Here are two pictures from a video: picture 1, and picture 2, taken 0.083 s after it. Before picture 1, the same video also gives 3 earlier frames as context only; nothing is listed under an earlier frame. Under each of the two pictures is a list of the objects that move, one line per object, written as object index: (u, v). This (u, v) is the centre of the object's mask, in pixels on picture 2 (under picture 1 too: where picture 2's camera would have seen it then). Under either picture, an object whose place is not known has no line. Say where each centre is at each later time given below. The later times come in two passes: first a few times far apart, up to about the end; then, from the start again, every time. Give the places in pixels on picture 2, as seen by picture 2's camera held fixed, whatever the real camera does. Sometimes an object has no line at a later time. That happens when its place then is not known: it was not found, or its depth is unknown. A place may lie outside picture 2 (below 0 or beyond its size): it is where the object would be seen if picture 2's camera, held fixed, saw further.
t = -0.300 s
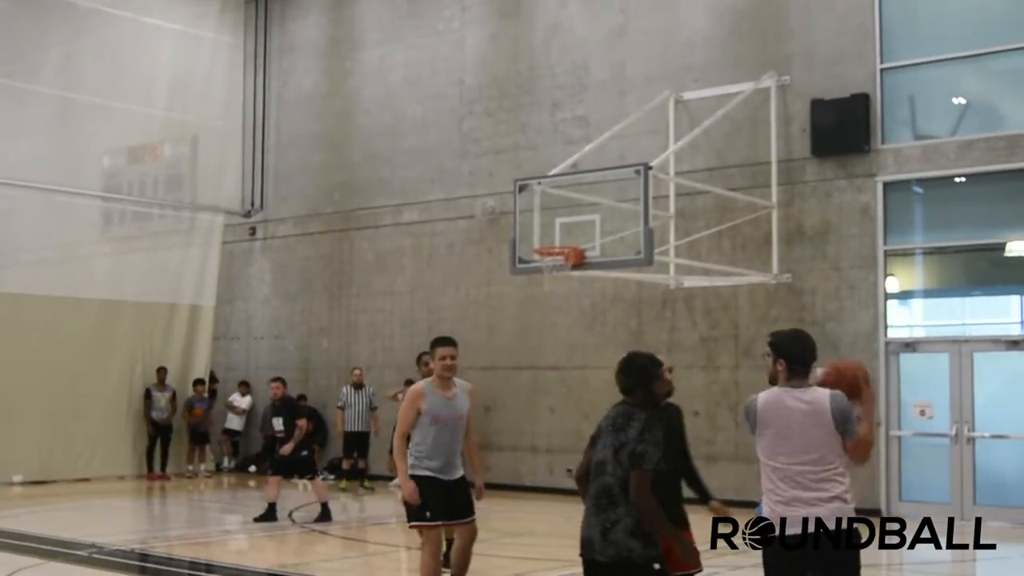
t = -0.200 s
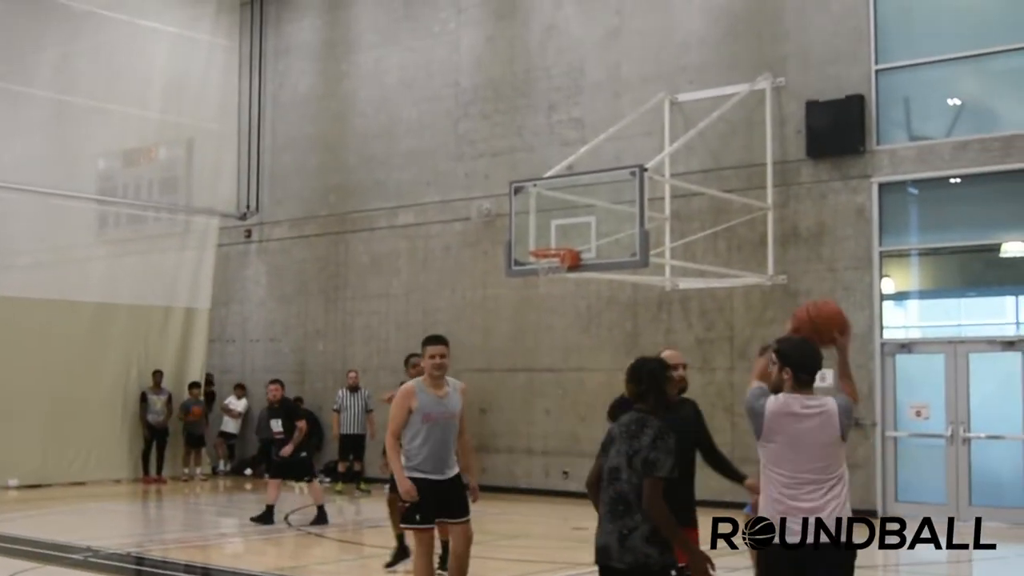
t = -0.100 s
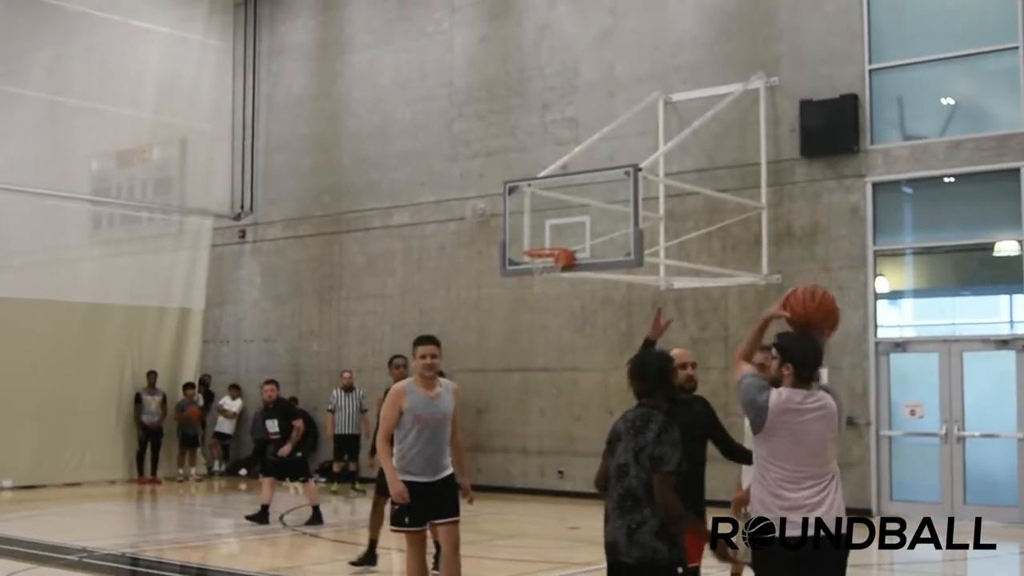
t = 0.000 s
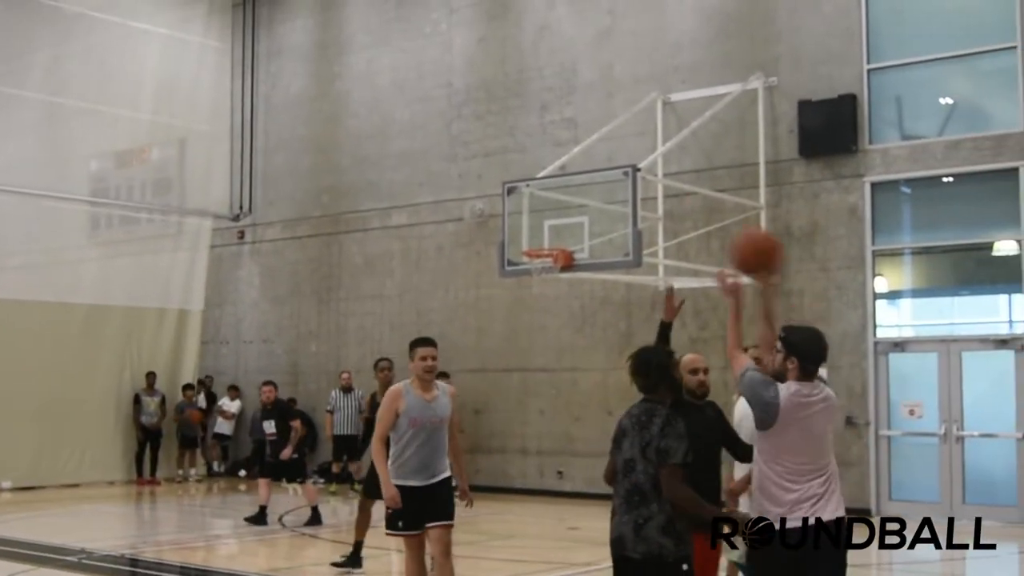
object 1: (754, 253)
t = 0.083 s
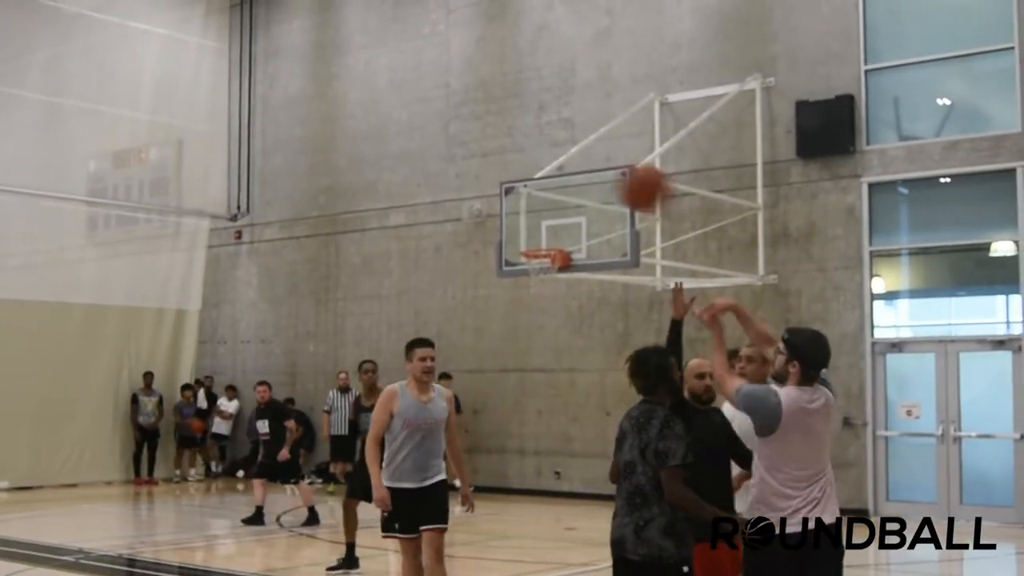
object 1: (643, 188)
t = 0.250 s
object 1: (437, 105)
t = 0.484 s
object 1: (187, 81)
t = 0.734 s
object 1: (-47, 155)
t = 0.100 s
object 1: (620, 176)
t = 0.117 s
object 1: (600, 165)
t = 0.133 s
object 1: (578, 155)
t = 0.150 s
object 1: (556, 146)
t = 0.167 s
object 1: (535, 138)
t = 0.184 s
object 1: (516, 130)
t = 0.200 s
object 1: (496, 123)
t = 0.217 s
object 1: (476, 116)
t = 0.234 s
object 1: (457, 110)
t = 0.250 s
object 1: (437, 105)
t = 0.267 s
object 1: (418, 100)
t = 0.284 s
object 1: (399, 96)
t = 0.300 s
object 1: (381, 92)
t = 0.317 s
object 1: (362, 89)
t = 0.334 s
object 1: (344, 86)
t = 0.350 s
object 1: (326, 83)
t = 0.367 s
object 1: (307, 82)
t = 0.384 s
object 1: (290, 80)
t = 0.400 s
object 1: (272, 80)
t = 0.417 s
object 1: (255, 79)
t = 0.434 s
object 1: (238, 79)
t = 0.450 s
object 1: (221, 79)
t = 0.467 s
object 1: (204, 80)
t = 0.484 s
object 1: (187, 81)
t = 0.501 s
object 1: (170, 83)
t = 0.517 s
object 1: (154, 85)
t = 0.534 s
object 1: (136, 88)
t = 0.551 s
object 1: (120, 91)
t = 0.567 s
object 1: (105, 94)
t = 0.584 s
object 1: (88, 98)
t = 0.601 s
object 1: (72, 103)
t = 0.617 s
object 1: (57, 106)
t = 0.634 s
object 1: (41, 112)
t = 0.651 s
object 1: (27, 118)
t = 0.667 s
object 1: (11, 125)
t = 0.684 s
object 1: (-4, 132)
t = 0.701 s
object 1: (-18, 139)
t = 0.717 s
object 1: (-32, 147)
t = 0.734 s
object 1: (-47, 155)
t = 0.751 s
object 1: (-60, 163)
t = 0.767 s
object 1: (-72, 172)
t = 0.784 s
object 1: (-87, 182)
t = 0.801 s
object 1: (-101, 191)
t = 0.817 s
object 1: (-116, 201)
